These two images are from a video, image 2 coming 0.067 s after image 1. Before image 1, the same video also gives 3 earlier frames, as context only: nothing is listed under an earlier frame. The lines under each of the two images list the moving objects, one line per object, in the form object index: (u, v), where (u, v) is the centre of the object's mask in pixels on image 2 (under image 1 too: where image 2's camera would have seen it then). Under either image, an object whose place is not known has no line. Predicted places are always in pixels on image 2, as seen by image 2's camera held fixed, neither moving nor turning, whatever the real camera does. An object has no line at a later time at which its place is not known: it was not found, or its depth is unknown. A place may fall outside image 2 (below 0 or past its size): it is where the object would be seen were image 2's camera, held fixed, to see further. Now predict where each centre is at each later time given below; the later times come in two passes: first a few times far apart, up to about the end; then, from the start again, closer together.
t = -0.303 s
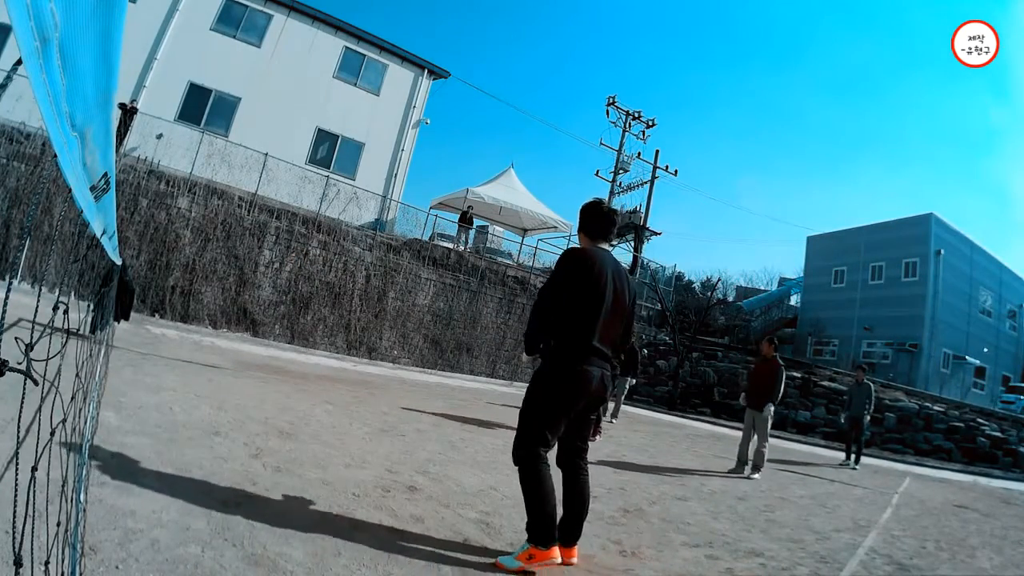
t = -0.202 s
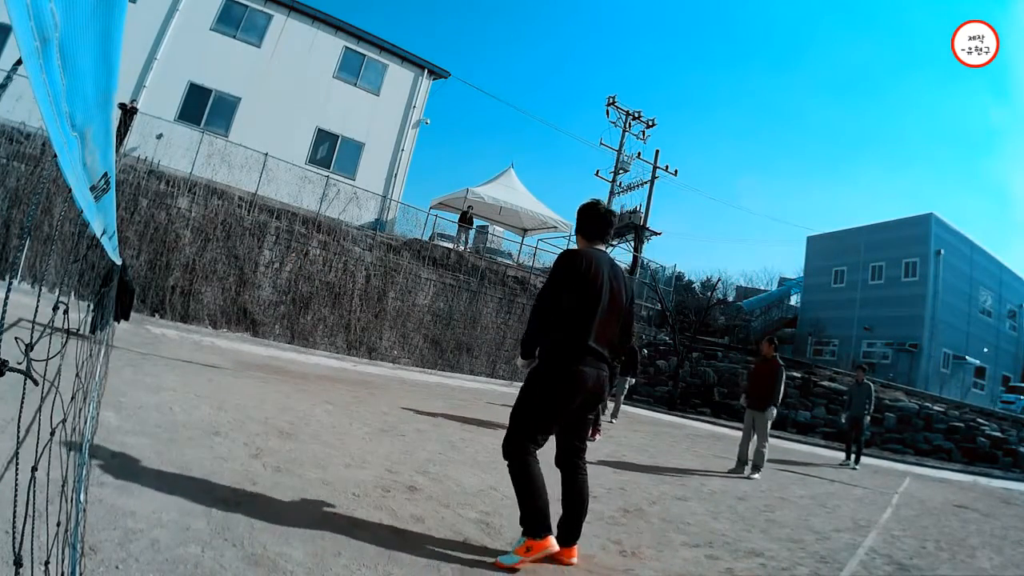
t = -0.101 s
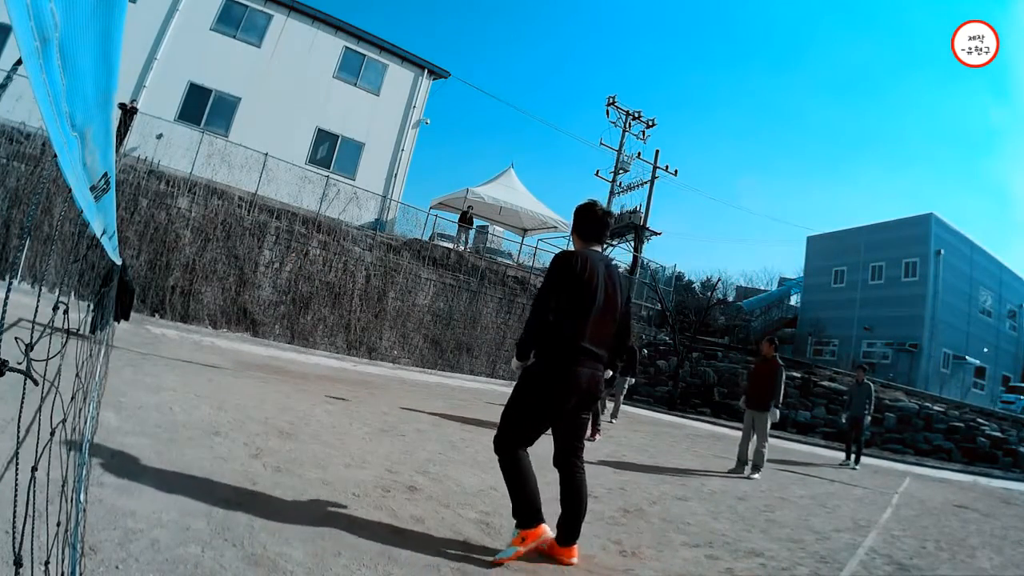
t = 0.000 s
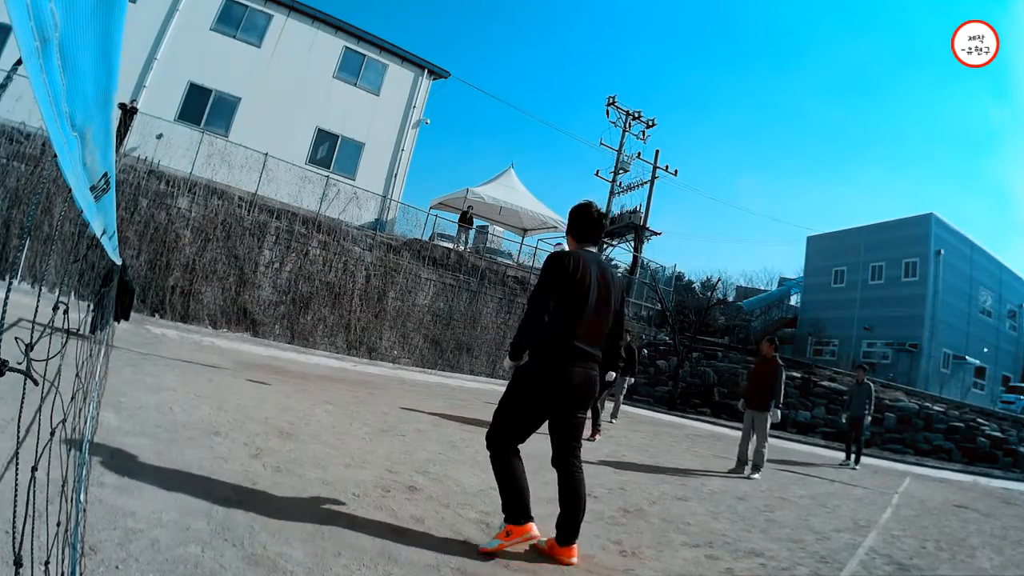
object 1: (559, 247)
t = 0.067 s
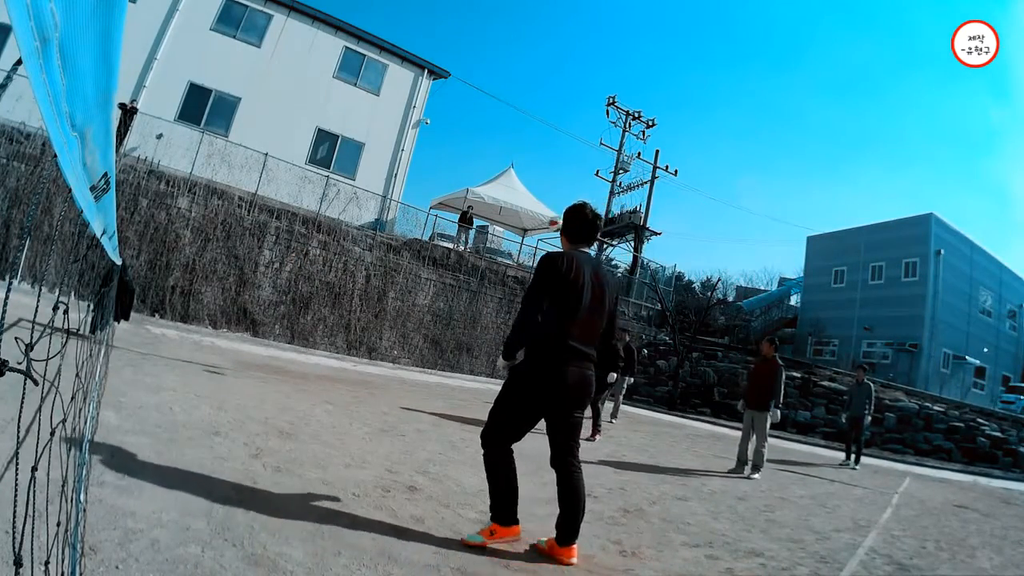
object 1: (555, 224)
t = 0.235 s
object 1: (541, 173)
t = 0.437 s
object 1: (518, 139)
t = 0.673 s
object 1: (482, 134)
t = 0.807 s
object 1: (456, 150)
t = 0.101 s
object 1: (553, 211)
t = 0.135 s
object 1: (550, 200)
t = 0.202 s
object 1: (544, 182)
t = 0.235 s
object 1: (541, 173)
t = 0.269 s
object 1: (537, 165)
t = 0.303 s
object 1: (534, 159)
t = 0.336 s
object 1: (530, 152)
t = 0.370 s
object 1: (526, 147)
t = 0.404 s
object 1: (522, 142)
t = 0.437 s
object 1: (518, 139)
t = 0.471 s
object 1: (513, 135)
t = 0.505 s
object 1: (508, 133)
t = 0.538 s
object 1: (503, 132)
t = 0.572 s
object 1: (498, 131)
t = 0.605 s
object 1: (493, 131)
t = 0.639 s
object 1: (488, 132)
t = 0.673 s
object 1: (482, 134)
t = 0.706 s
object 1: (476, 136)
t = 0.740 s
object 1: (469, 140)
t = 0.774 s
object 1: (463, 144)
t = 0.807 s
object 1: (456, 150)
